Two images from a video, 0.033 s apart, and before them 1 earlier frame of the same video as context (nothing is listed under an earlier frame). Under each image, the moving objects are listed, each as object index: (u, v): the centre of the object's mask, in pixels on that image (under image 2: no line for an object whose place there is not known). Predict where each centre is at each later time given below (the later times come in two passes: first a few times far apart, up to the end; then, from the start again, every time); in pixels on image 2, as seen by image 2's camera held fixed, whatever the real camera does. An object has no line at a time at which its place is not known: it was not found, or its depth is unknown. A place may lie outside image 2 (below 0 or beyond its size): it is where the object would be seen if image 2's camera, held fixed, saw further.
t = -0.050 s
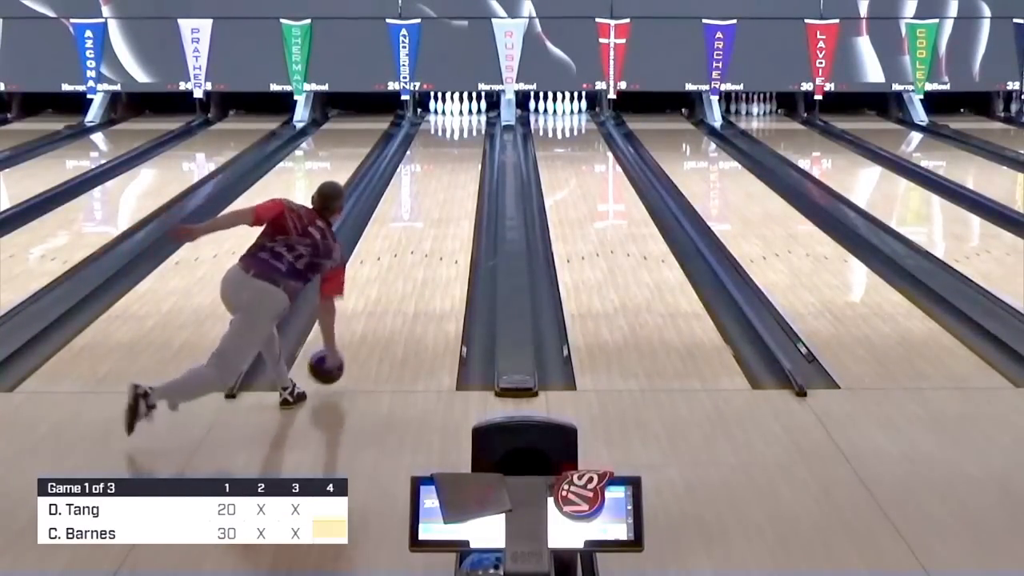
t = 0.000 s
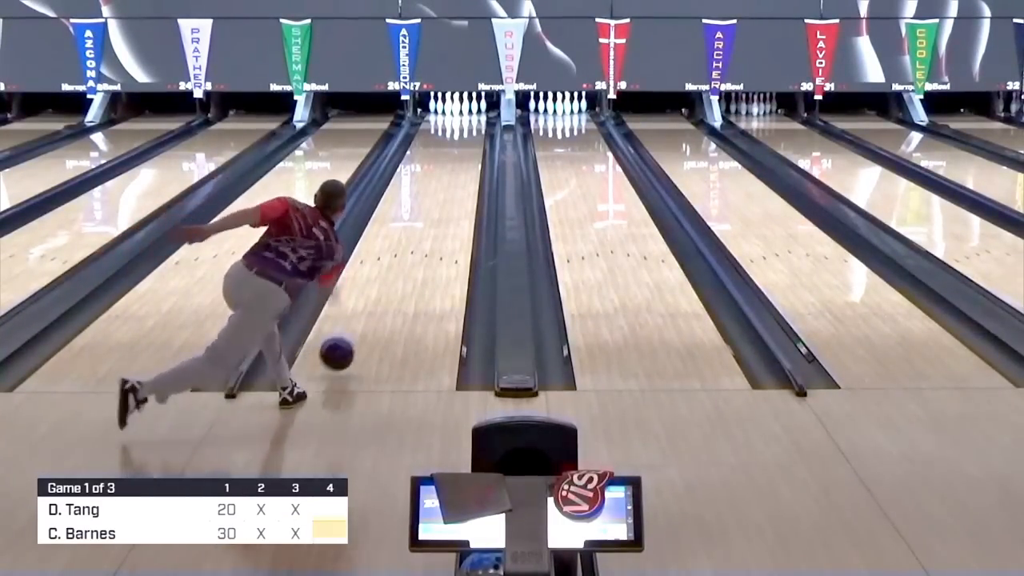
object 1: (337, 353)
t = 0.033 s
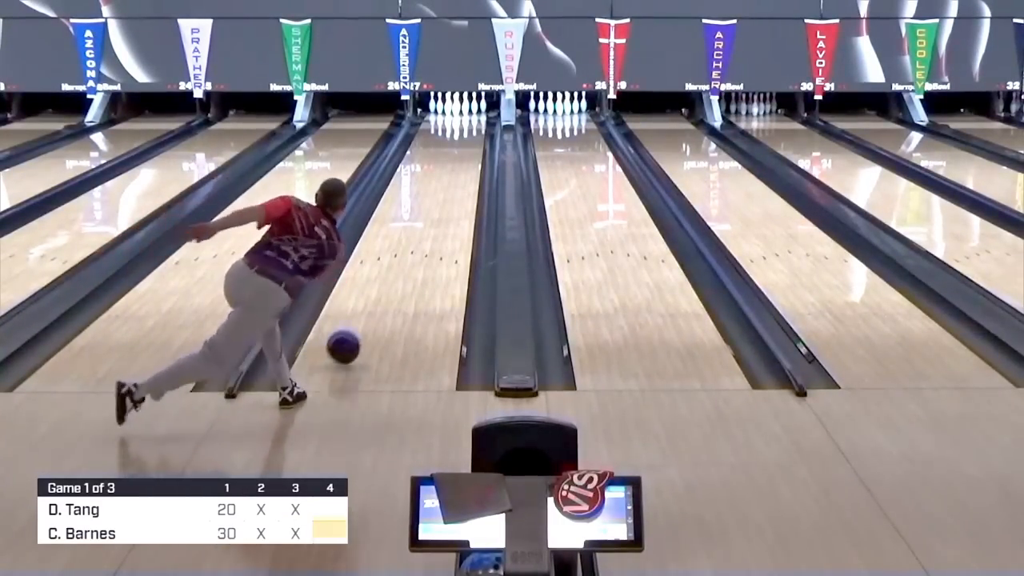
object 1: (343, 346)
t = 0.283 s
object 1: (383, 290)
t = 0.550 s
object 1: (413, 244)
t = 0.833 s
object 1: (437, 209)
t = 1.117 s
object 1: (453, 181)
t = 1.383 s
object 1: (466, 161)
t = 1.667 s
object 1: (474, 144)
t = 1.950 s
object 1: (475, 130)
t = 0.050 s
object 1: (346, 344)
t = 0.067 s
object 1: (349, 340)
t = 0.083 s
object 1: (352, 335)
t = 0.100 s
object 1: (355, 331)
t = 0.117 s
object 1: (358, 327)
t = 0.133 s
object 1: (361, 323)
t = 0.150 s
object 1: (364, 319)
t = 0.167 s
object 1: (366, 315)
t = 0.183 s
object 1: (369, 311)
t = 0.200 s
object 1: (371, 307)
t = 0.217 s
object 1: (374, 304)
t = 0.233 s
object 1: (376, 301)
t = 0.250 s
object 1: (378, 297)
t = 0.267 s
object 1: (381, 294)
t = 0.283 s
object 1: (383, 290)
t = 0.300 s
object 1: (385, 287)
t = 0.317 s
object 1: (387, 284)
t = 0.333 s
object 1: (389, 281)
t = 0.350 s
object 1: (391, 277)
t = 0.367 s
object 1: (393, 274)
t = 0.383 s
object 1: (395, 271)
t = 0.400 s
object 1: (397, 269)
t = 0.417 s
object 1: (399, 266)
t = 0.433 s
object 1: (401, 263)
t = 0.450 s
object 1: (403, 260)
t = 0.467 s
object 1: (404, 260)
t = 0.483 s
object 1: (408, 255)
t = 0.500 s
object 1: (408, 252)
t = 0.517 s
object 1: (410, 249)
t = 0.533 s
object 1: (411, 247)
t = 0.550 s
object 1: (413, 244)
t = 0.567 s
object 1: (415, 242)
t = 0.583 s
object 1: (416, 240)
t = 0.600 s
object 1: (418, 238)
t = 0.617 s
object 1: (419, 236)
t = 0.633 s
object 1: (421, 233)
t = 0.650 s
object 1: (422, 231)
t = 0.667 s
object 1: (423, 229)
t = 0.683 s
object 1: (425, 226)
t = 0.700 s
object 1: (426, 224)
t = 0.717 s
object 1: (428, 223)
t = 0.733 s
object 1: (429, 220)
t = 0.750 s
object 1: (430, 218)
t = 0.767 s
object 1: (432, 216)
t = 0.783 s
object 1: (433, 214)
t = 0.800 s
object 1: (434, 212)
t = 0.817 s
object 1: (435, 211)
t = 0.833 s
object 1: (437, 209)
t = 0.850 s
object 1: (438, 207)
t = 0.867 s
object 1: (439, 205)
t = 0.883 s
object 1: (440, 203)
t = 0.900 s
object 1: (441, 201)
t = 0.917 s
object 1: (442, 200)
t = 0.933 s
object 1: (443, 198)
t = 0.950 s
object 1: (444, 196)
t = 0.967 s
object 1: (445, 195)
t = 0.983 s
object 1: (446, 193)
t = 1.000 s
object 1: (447, 192)
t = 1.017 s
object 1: (448, 190)
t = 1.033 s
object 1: (449, 189)
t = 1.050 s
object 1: (450, 187)
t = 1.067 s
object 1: (451, 186)
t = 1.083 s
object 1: (452, 184)
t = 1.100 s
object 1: (453, 183)
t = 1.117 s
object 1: (453, 181)
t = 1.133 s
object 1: (454, 180)
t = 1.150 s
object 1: (455, 178)
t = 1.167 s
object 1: (456, 177)
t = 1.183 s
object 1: (457, 176)
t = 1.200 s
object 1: (457, 174)
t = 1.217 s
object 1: (458, 173)
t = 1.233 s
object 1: (459, 172)
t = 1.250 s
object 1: (460, 171)
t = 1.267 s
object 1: (461, 169)
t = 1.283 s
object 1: (462, 168)
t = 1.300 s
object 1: (462, 167)
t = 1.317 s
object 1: (463, 165)
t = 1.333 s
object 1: (463, 164)
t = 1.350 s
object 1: (464, 163)
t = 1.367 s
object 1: (465, 162)
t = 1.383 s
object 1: (466, 161)
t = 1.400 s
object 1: (466, 160)
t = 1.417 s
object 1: (467, 159)
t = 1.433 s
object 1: (467, 158)
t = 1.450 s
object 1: (468, 157)
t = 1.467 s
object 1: (468, 156)
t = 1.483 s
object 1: (469, 155)
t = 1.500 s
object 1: (470, 154)
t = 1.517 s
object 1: (470, 153)
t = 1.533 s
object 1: (471, 152)
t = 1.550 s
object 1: (471, 151)
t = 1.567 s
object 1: (472, 150)
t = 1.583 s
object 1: (472, 149)
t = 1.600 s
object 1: (472, 148)
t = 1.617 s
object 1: (473, 147)
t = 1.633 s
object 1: (473, 146)
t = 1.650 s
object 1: (474, 145)
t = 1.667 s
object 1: (474, 144)
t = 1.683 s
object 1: (474, 143)
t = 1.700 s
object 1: (475, 142)
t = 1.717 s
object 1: (475, 141)
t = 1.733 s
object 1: (475, 140)
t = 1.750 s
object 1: (475, 140)
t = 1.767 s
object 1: (475, 139)
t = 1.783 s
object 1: (475, 137)
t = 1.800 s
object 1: (475, 137)
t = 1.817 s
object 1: (476, 136)
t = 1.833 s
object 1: (476, 135)
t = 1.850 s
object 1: (475, 135)
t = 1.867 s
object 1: (476, 134)
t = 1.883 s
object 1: (476, 133)
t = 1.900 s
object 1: (476, 132)
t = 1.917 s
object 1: (476, 131)
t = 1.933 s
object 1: (476, 131)
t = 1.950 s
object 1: (475, 130)
